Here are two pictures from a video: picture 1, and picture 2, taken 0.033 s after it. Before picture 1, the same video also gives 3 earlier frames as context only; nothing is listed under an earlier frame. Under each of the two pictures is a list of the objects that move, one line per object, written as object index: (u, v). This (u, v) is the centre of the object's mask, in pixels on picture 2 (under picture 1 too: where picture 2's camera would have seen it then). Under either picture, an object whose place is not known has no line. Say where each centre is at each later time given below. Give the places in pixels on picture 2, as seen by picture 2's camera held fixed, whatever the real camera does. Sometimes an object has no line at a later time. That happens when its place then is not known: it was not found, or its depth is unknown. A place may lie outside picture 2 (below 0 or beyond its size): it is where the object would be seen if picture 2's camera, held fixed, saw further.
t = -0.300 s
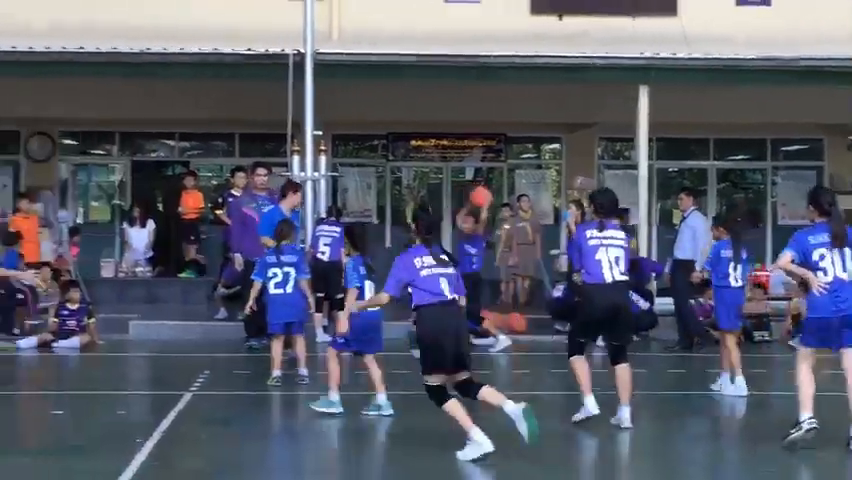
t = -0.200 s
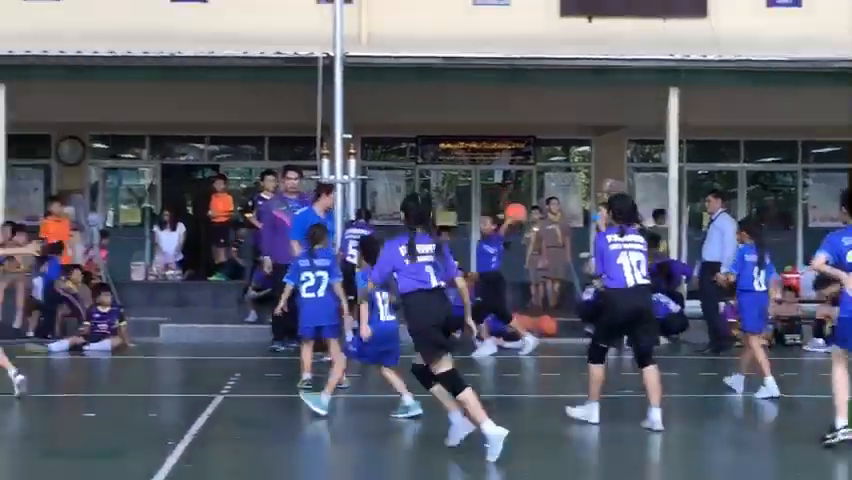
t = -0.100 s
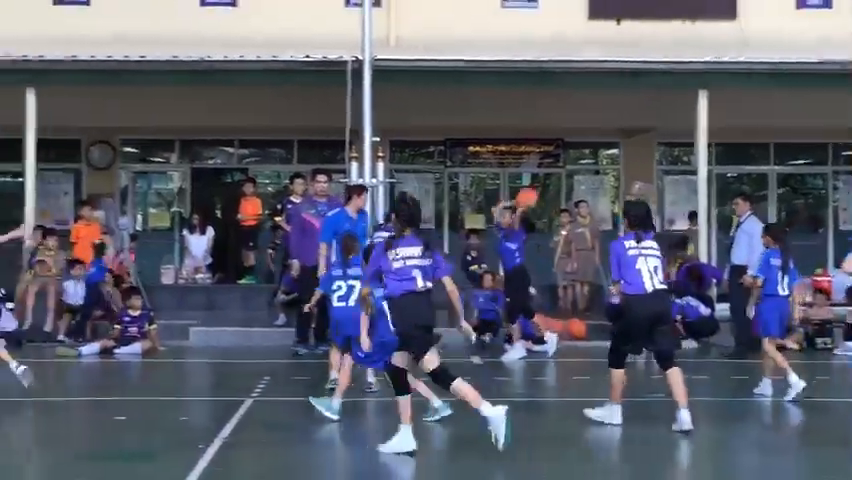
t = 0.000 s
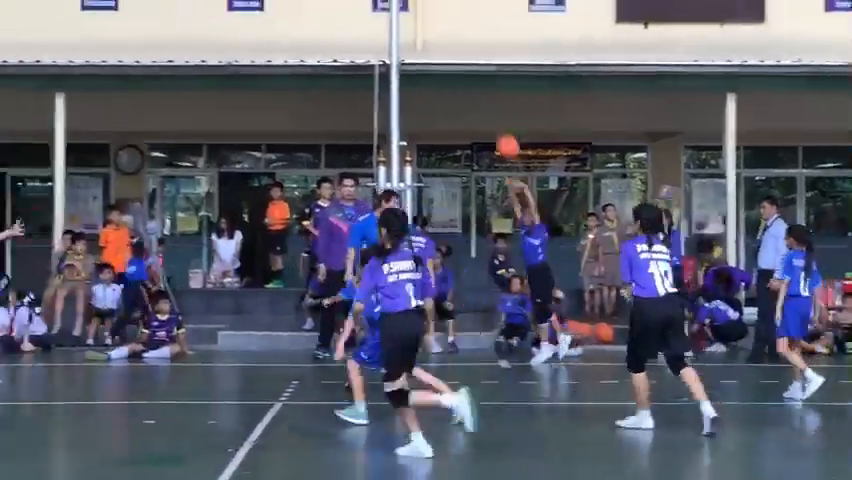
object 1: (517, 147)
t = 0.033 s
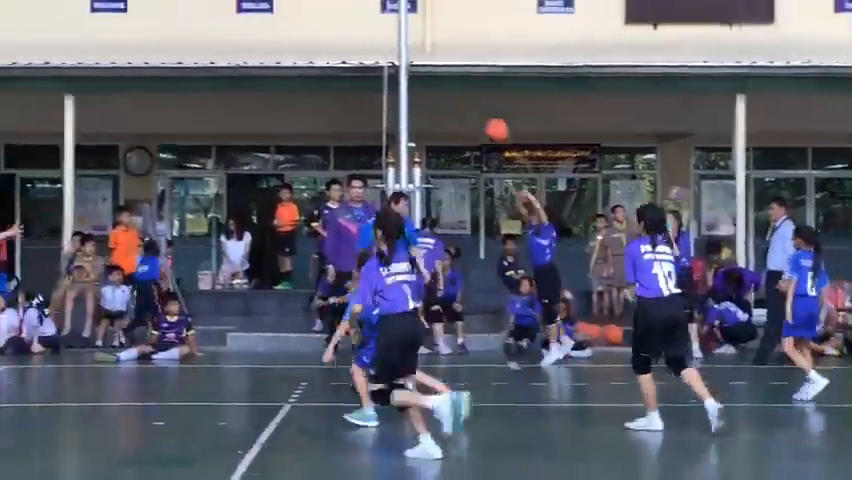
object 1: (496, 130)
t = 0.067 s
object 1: (477, 113)
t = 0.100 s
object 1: (458, 97)
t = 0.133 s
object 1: (438, 83)
